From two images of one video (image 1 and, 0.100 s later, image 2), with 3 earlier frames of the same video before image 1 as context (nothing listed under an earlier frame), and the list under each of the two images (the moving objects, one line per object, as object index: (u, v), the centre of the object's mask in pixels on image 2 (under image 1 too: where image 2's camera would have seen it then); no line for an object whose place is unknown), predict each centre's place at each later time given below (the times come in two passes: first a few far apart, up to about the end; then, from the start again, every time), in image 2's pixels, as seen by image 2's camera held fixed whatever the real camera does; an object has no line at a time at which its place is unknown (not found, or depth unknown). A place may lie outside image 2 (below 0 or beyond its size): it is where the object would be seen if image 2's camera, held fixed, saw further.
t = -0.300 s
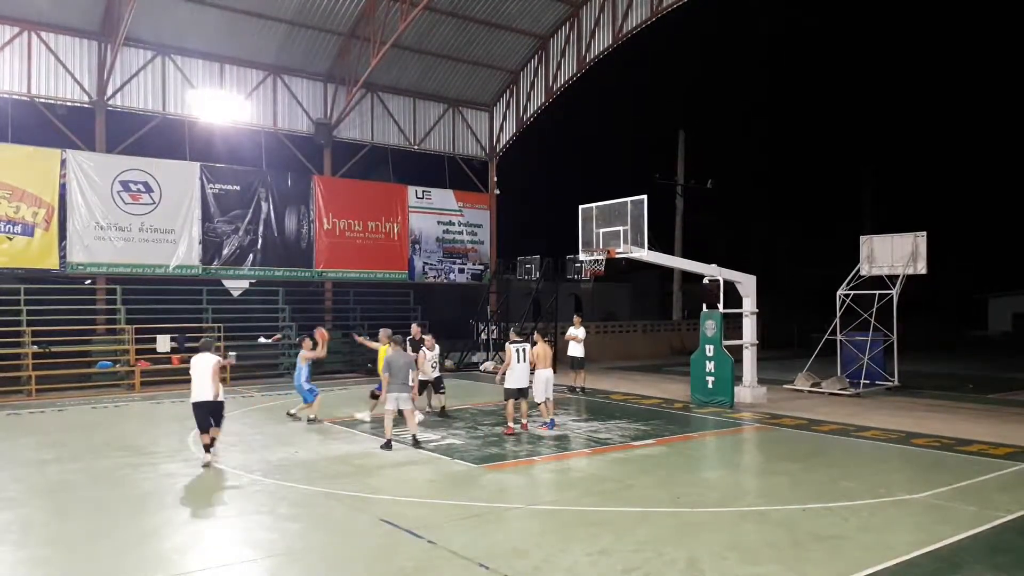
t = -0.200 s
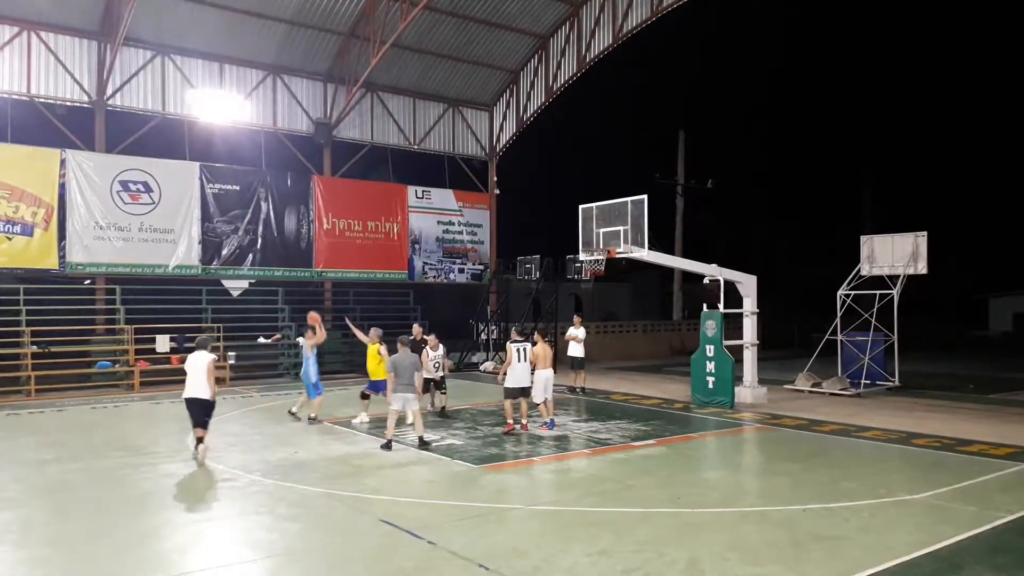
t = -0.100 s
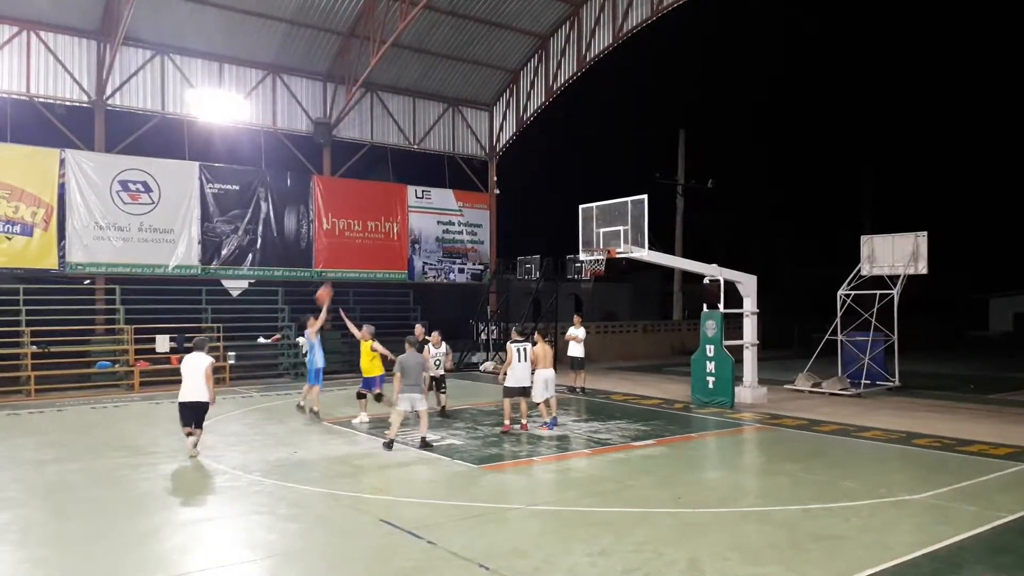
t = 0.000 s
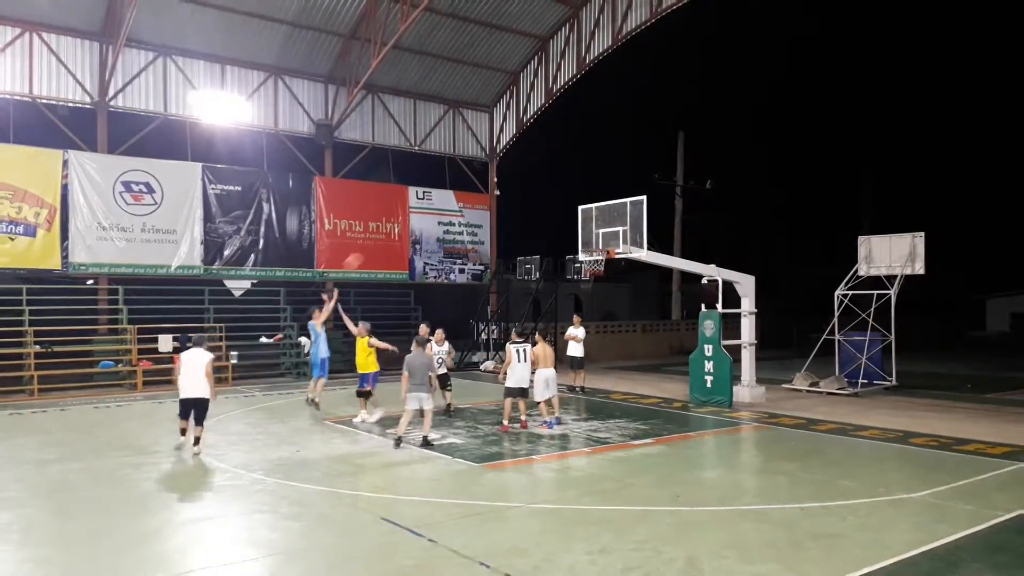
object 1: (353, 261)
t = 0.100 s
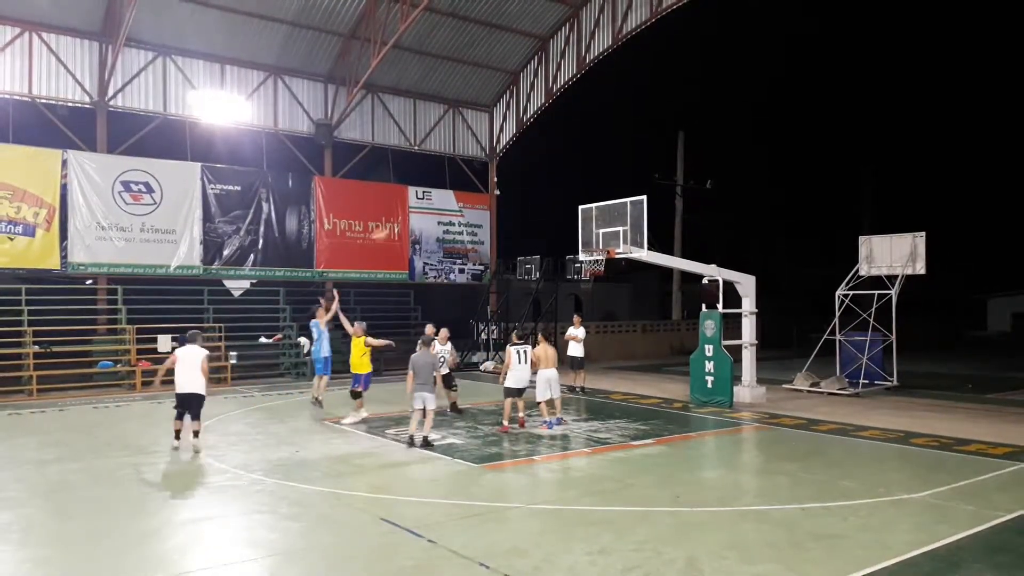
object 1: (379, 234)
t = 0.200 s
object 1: (406, 215)
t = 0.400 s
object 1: (461, 190)
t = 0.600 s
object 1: (512, 187)
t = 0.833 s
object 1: (570, 211)
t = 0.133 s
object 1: (390, 227)
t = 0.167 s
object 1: (399, 220)
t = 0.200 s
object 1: (406, 215)
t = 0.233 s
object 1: (414, 210)
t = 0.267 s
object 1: (423, 204)
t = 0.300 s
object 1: (432, 201)
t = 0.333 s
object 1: (441, 196)
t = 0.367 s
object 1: (452, 192)
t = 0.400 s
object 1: (461, 190)
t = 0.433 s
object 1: (469, 188)
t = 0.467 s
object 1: (477, 187)
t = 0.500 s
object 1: (486, 186)
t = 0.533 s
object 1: (495, 186)
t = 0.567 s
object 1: (503, 186)
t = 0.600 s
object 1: (512, 187)
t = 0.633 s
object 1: (520, 189)
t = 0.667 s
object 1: (529, 191)
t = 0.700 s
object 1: (538, 193)
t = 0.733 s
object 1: (546, 197)
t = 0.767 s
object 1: (555, 201)
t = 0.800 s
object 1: (563, 206)
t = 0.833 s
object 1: (570, 211)
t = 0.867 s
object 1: (579, 216)
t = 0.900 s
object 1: (588, 223)
